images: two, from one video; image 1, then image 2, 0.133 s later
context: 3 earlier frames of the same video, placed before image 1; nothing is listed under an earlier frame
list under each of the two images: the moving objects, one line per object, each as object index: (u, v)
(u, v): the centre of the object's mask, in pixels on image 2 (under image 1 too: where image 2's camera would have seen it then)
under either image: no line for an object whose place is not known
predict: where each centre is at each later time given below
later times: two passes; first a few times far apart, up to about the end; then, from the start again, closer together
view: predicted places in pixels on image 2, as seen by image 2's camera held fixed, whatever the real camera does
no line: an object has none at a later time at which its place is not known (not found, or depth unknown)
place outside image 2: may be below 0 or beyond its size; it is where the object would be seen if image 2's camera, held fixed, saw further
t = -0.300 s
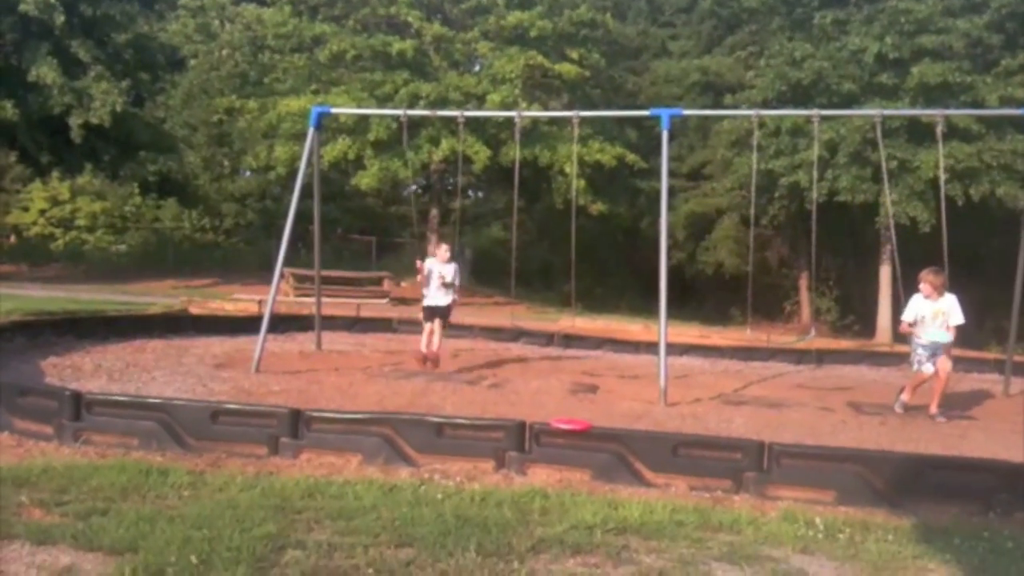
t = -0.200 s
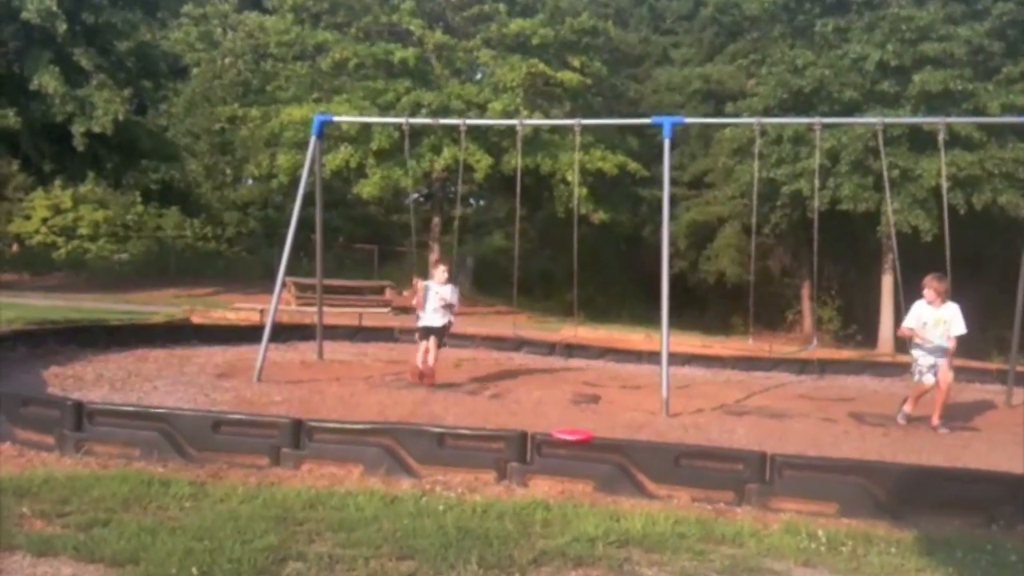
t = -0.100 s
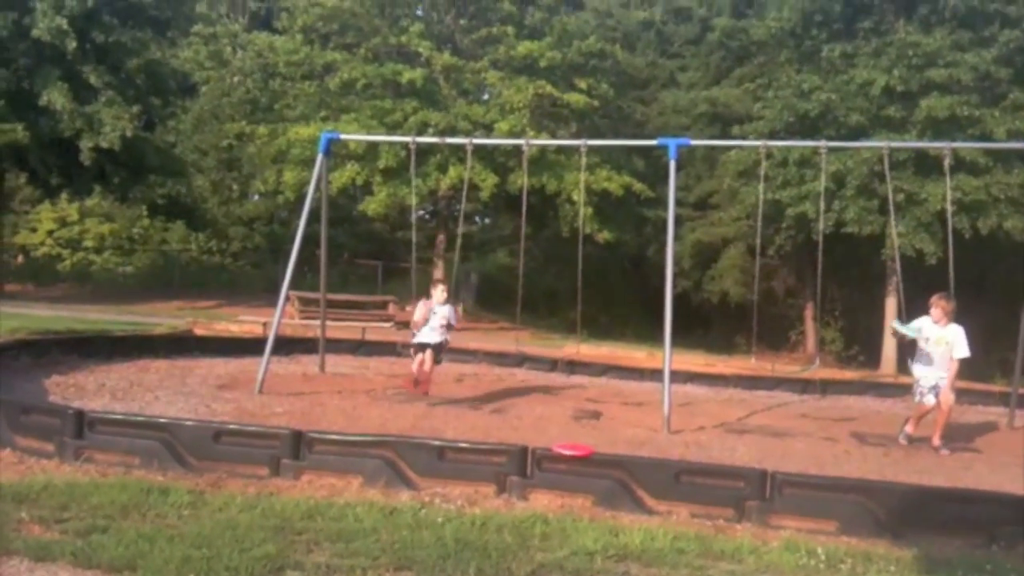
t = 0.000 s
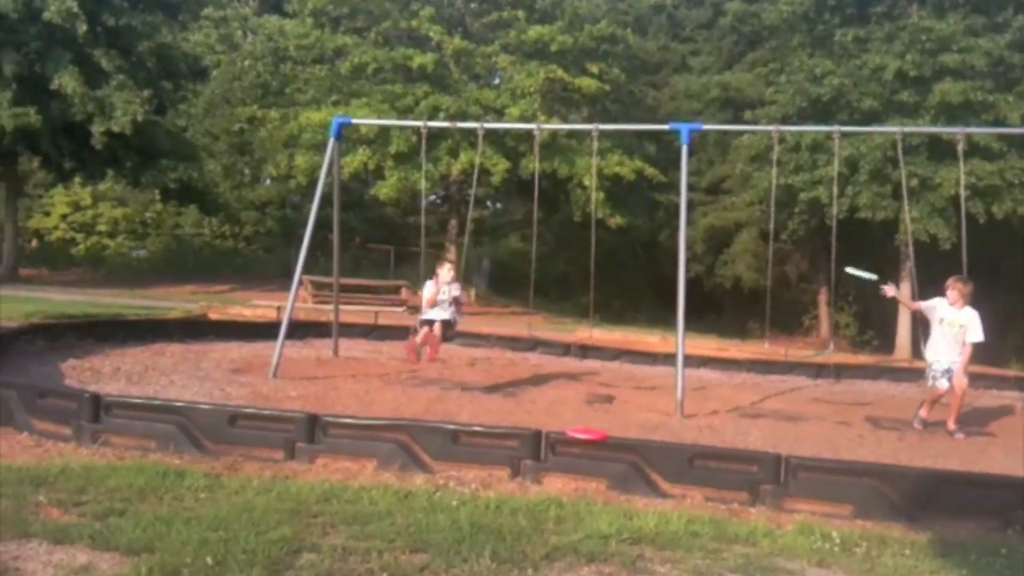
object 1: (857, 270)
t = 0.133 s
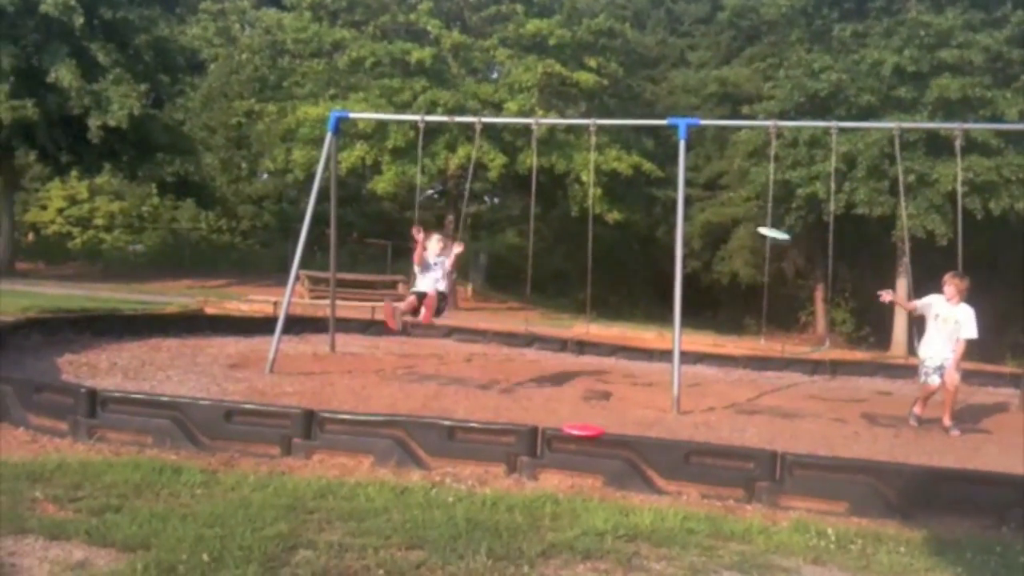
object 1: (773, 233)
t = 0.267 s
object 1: (687, 214)
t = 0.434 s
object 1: (582, 210)
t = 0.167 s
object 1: (751, 227)
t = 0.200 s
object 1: (731, 222)
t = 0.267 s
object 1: (687, 214)
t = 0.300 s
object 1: (664, 212)
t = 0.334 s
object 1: (645, 211)
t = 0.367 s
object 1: (623, 210)
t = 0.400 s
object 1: (603, 210)
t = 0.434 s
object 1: (582, 210)
